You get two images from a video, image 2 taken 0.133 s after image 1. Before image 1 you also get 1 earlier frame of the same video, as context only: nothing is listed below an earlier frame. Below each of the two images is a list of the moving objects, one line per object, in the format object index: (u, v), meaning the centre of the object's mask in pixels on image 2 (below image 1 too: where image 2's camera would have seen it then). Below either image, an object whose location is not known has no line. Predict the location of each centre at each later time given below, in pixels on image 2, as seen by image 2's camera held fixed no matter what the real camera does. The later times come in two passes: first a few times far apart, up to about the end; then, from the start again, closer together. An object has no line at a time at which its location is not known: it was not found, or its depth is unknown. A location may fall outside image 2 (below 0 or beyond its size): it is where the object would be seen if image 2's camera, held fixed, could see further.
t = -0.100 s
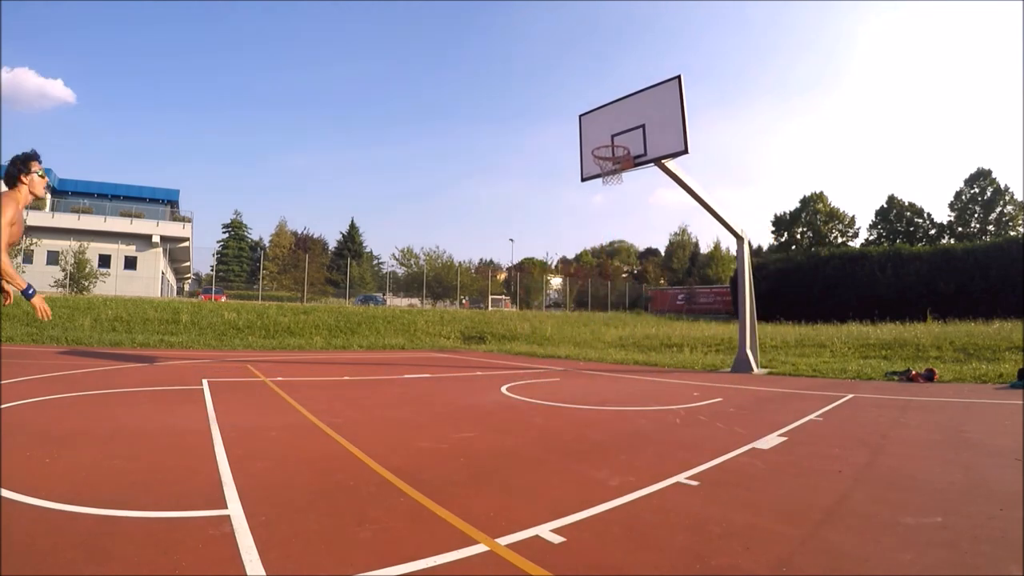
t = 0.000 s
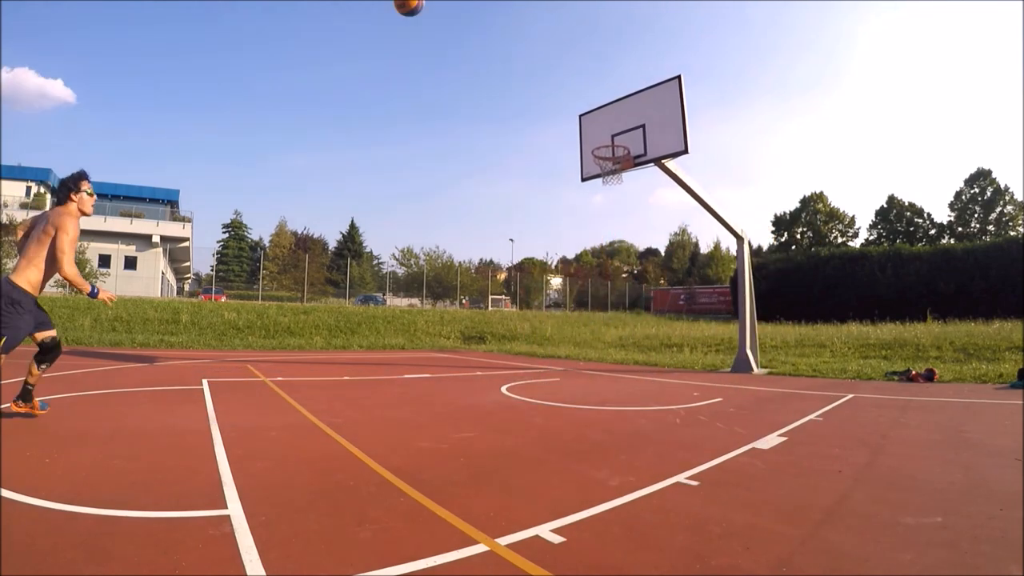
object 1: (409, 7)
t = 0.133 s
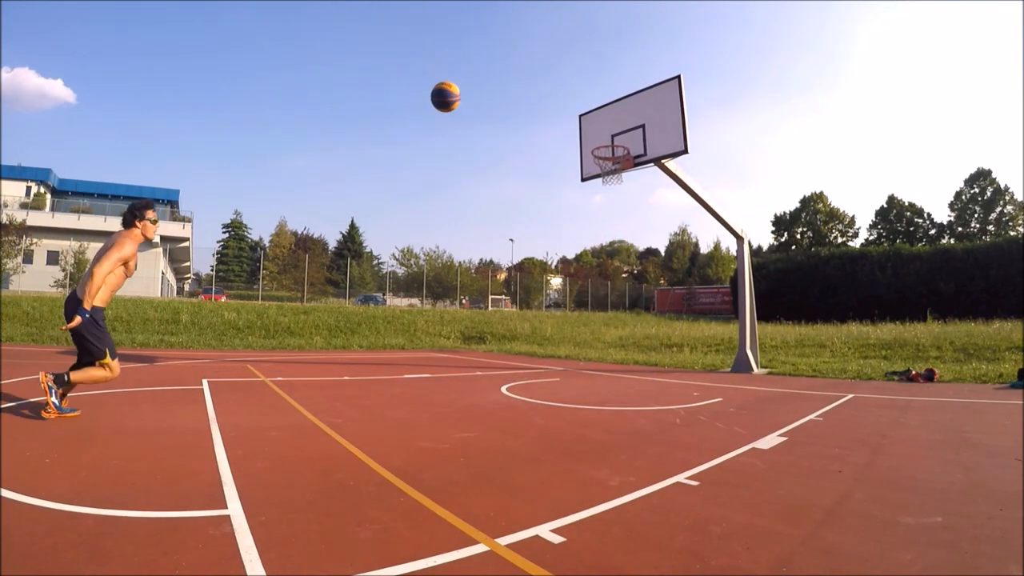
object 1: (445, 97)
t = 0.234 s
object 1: (472, 182)
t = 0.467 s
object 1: (526, 397)
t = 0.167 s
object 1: (454, 124)
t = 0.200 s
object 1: (463, 152)
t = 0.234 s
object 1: (472, 182)
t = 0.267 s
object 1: (481, 213)
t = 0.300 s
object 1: (489, 244)
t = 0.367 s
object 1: (506, 309)
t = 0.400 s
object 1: (513, 341)
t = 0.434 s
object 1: (520, 374)
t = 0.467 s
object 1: (526, 397)
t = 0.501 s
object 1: (530, 372)
